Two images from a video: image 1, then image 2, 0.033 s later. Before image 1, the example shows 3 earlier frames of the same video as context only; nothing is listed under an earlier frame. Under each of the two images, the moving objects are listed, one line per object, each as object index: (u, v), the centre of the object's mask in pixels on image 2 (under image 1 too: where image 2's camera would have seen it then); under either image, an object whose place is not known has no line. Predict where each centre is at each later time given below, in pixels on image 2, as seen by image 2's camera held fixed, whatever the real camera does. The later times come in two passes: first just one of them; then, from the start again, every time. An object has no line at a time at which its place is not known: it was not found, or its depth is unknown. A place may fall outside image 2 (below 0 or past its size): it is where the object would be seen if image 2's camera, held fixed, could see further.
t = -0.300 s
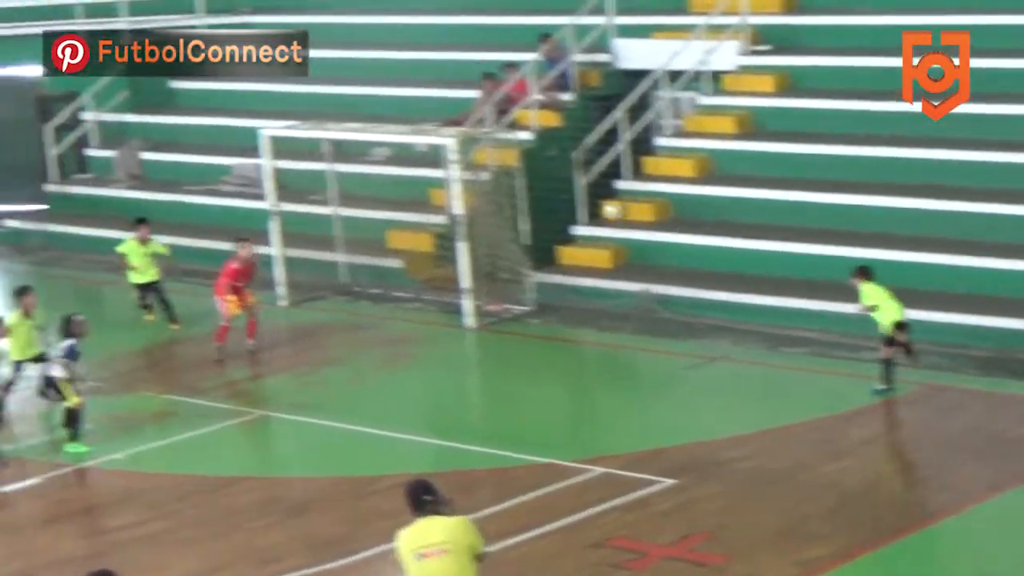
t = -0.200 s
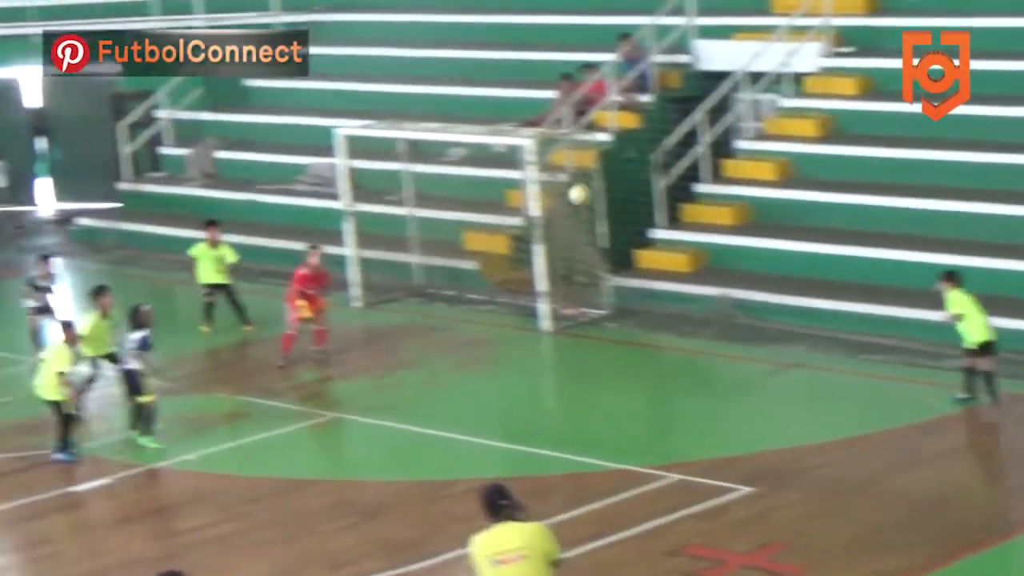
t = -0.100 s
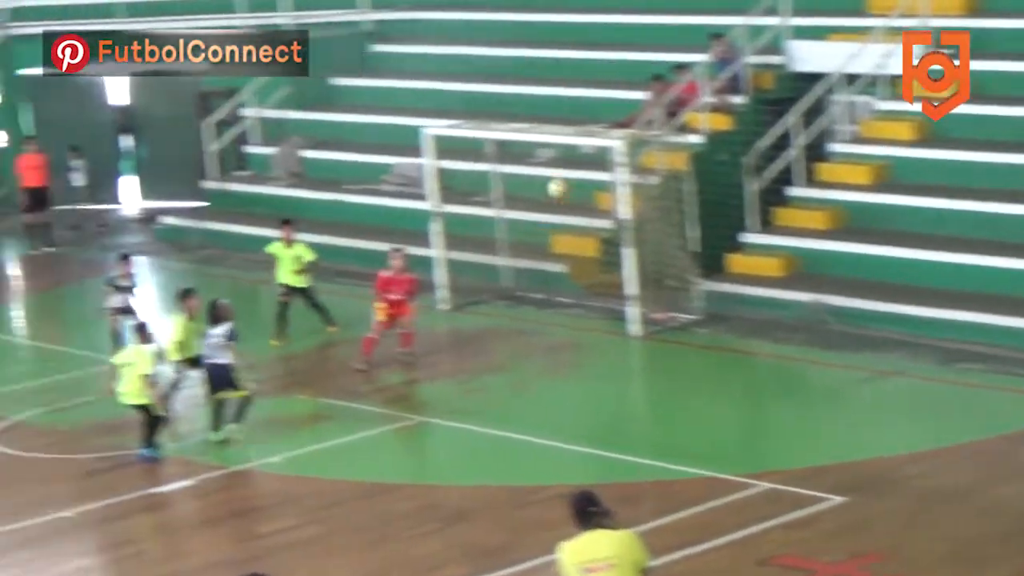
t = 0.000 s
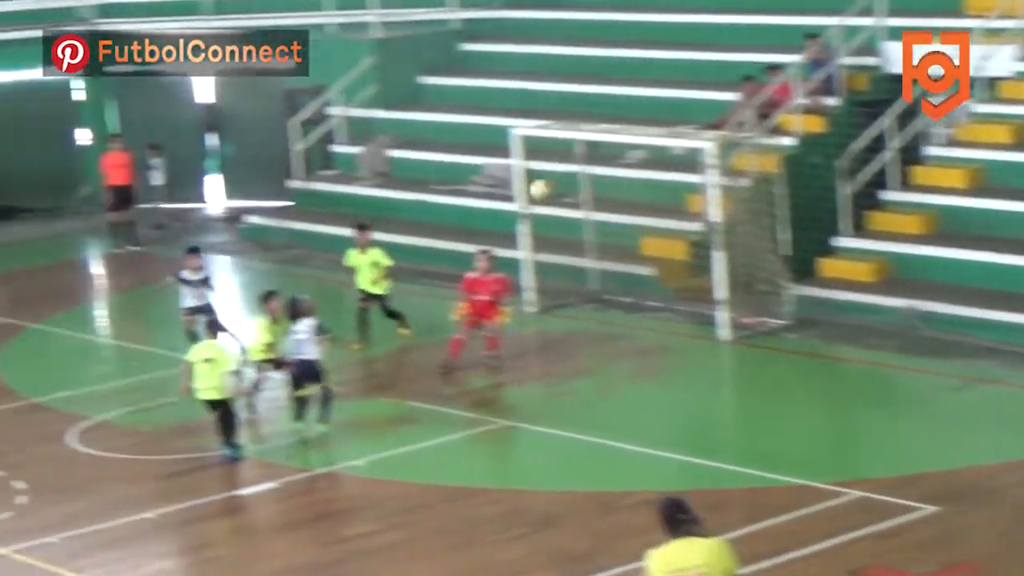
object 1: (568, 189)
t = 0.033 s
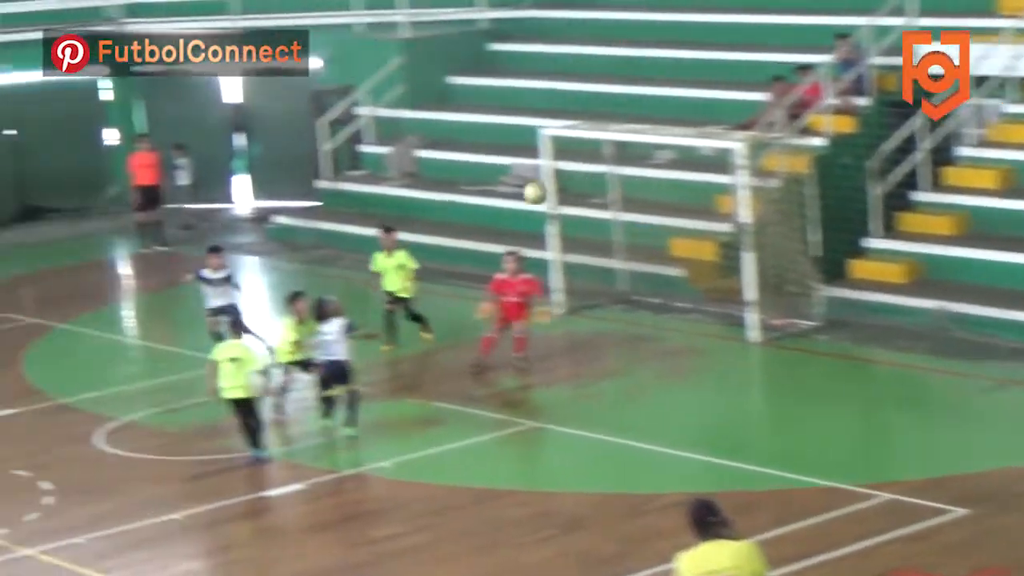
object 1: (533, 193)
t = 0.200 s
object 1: (369, 218)
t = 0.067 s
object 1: (499, 196)
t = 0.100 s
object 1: (466, 199)
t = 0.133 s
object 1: (433, 205)
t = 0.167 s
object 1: (400, 211)
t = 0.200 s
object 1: (369, 218)
